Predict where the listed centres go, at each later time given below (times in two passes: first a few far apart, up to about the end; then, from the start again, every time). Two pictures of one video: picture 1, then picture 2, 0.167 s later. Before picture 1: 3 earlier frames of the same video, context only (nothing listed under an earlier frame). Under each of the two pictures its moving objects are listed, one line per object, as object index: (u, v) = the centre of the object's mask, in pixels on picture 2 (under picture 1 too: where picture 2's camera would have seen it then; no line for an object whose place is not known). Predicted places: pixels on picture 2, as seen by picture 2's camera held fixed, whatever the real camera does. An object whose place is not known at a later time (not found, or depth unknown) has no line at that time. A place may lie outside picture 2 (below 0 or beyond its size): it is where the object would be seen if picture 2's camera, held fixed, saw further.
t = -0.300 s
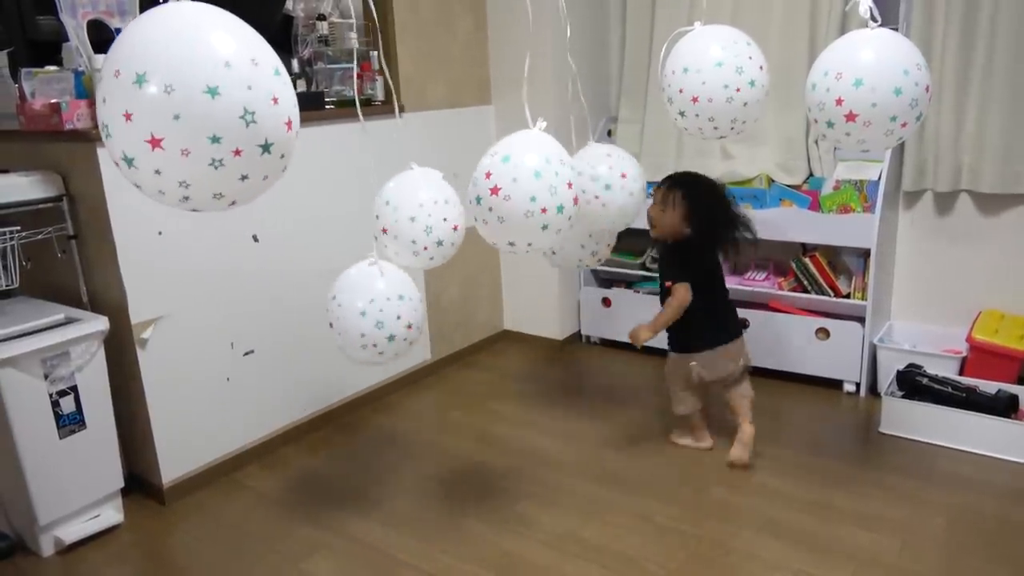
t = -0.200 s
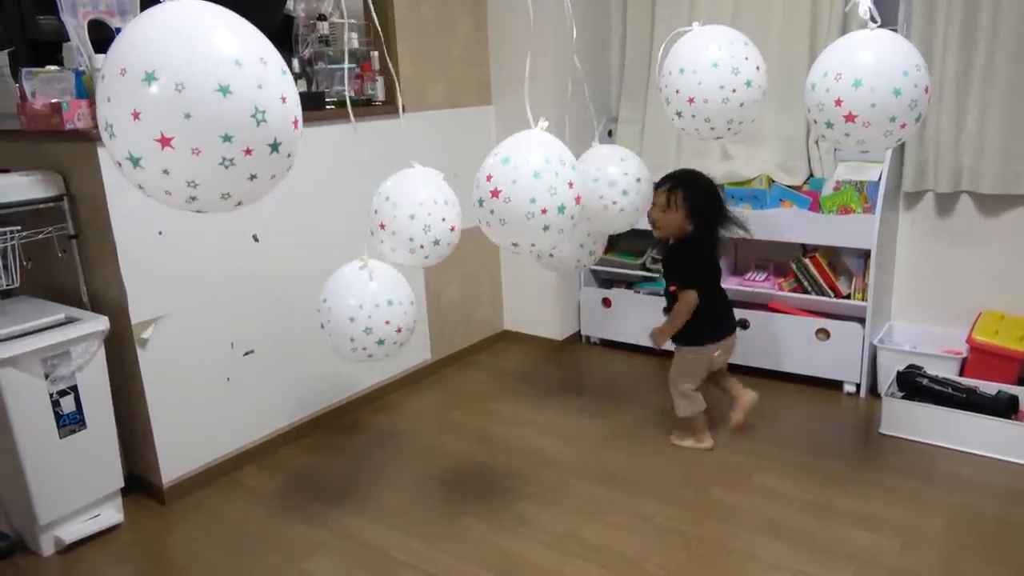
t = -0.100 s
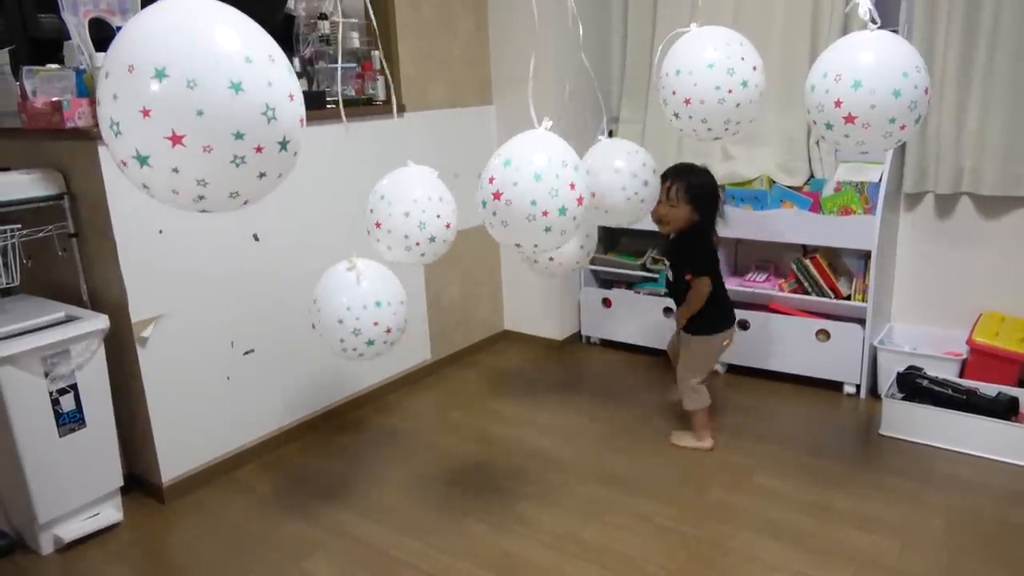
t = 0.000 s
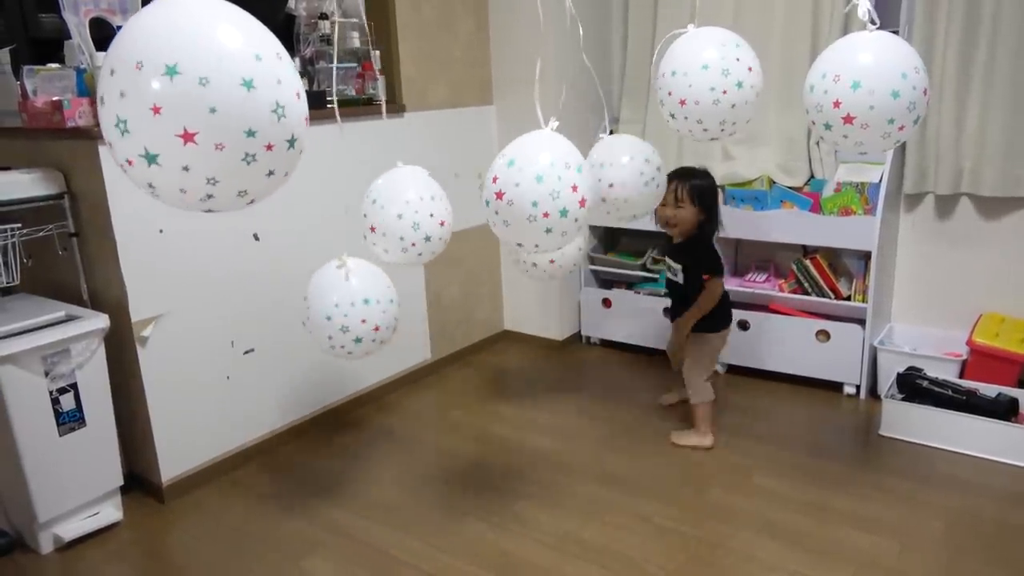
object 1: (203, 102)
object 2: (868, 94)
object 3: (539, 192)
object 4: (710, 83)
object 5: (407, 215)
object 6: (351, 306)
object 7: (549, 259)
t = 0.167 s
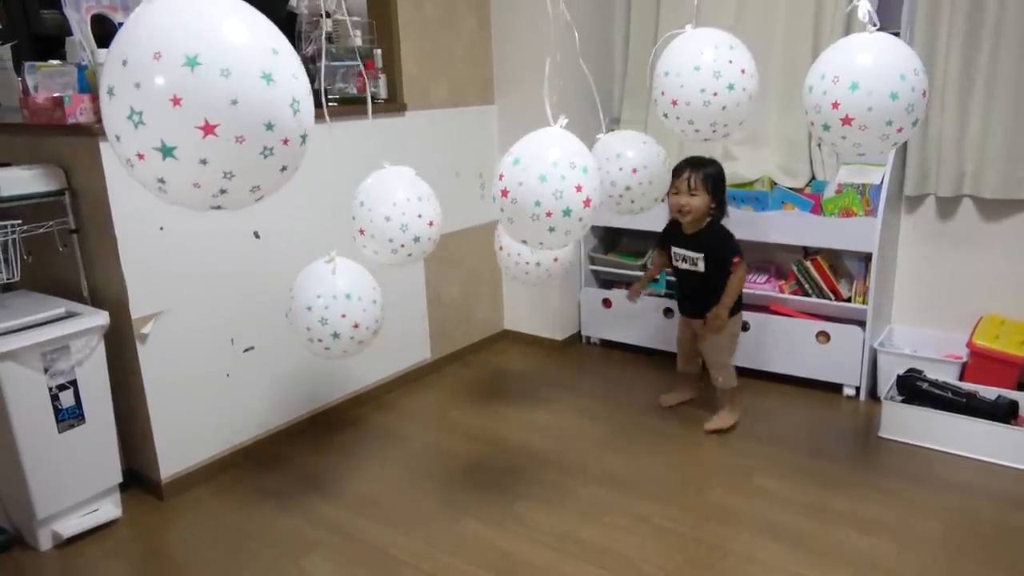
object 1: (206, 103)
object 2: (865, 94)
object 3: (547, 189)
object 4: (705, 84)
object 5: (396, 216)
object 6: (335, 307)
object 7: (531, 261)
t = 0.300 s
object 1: (208, 102)
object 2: (863, 94)
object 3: (552, 188)
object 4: (700, 85)
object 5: (384, 218)
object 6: (321, 306)
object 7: (520, 257)
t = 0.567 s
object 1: (214, 102)
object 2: (860, 94)
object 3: (563, 187)
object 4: (690, 85)
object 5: (357, 224)
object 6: (295, 303)
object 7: (512, 252)
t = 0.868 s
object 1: (218, 103)
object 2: (858, 95)
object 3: (574, 186)
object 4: (682, 86)
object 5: (328, 227)
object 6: (264, 309)
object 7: (516, 252)
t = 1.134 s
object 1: (219, 104)
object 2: (857, 95)
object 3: (580, 185)
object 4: (675, 85)
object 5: (303, 232)
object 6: (240, 311)
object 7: (522, 254)
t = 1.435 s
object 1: (217, 104)
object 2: (857, 95)
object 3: (583, 185)
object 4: (671, 85)
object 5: (282, 237)
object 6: (218, 317)
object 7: (536, 260)
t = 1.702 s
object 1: (213, 104)
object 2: (859, 95)
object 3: (581, 185)
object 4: (671, 85)
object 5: (271, 239)
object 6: (207, 322)
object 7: (557, 265)
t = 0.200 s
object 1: (206, 103)
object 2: (865, 95)
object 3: (547, 189)
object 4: (704, 84)
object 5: (393, 217)
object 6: (332, 307)
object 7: (528, 259)
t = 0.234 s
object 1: (207, 102)
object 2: (864, 95)
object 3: (549, 189)
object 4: (702, 84)
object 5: (390, 217)
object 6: (328, 307)
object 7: (526, 259)
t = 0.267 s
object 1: (208, 102)
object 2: (864, 95)
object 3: (551, 188)
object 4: (702, 85)
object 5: (387, 217)
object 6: (325, 307)
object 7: (522, 257)
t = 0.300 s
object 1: (208, 102)
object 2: (863, 94)
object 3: (552, 188)
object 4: (700, 85)
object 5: (384, 218)
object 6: (321, 306)
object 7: (520, 257)
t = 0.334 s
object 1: (209, 102)
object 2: (863, 95)
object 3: (554, 188)
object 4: (699, 85)
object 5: (381, 218)
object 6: (318, 306)
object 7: (519, 256)
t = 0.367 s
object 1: (210, 102)
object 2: (863, 95)
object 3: (555, 189)
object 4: (698, 86)
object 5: (378, 219)
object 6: (315, 305)
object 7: (517, 255)
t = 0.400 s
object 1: (211, 102)
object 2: (862, 95)
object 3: (556, 189)
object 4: (696, 85)
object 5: (375, 219)
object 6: (311, 305)
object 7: (516, 255)
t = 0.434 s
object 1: (212, 102)
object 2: (862, 95)
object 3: (558, 189)
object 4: (695, 86)
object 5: (371, 220)
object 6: (308, 304)
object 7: (514, 254)
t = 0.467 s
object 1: (212, 103)
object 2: (862, 95)
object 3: (559, 188)
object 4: (694, 86)
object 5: (368, 221)
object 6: (305, 305)
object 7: (514, 254)
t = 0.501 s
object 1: (212, 103)
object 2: (861, 95)
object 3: (560, 188)
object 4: (692, 85)
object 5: (364, 221)
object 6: (301, 304)
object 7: (512, 253)
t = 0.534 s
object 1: (212, 103)
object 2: (860, 94)
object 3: (561, 187)
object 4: (691, 86)
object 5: (360, 223)
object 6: (298, 304)
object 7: (511, 253)
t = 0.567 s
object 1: (214, 102)
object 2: (860, 94)
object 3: (563, 187)
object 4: (690, 85)
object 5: (357, 224)
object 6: (295, 303)
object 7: (512, 252)
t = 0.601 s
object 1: (215, 102)
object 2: (860, 94)
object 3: (566, 186)
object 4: (689, 85)
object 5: (353, 225)
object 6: (292, 304)
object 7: (512, 252)
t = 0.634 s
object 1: (216, 102)
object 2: (860, 94)
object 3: (566, 186)
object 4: (688, 85)
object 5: (350, 225)
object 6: (288, 305)
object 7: (512, 252)
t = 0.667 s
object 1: (216, 103)
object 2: (860, 95)
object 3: (567, 187)
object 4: (687, 85)
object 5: (347, 225)
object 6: (284, 305)
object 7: (512, 251)
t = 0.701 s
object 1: (216, 103)
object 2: (859, 95)
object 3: (568, 186)
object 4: (686, 85)
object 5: (344, 226)
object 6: (280, 306)
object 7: (511, 251)
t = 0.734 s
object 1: (217, 103)
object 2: (859, 95)
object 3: (569, 186)
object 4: (685, 85)
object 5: (341, 226)
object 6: (277, 306)
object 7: (512, 251)
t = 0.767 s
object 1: (218, 103)
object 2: (859, 95)
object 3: (572, 186)
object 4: (684, 85)
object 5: (338, 225)
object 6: (274, 307)
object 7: (512, 251)
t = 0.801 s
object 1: (217, 103)
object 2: (858, 95)
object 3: (572, 186)
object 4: (683, 85)
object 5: (335, 226)
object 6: (270, 308)
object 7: (513, 251)
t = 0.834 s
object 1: (218, 103)
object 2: (858, 94)
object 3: (573, 186)
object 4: (682, 86)
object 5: (332, 226)
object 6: (267, 308)
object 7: (514, 251)
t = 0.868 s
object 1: (218, 103)
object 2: (858, 95)
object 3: (574, 186)
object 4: (682, 86)
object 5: (328, 227)
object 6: (264, 309)
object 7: (516, 252)
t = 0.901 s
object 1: (219, 103)
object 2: (858, 94)
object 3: (575, 185)
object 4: (681, 86)
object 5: (325, 227)
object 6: (261, 309)
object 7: (515, 252)
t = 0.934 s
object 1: (219, 104)
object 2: (858, 95)
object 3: (576, 185)
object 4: (680, 86)
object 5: (322, 228)
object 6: (258, 310)
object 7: (516, 253)
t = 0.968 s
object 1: (219, 105)
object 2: (857, 95)
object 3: (577, 185)
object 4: (679, 86)
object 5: (319, 228)
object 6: (254, 310)
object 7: (517, 253)
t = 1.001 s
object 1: (218, 104)
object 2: (856, 95)
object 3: (577, 185)
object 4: (677, 85)
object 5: (312, 229)
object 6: (251, 310)
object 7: (518, 253)
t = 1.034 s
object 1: (218, 104)
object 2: (857, 95)
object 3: (578, 185)
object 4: (677, 85)
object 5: (310, 229)
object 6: (248, 310)
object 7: (519, 253)
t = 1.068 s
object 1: (219, 104)
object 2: (857, 95)
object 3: (579, 185)
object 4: (676, 85)
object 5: (308, 230)
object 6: (245, 311)
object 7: (520, 254)
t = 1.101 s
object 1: (219, 104)
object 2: (857, 95)
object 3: (580, 185)
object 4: (675, 85)
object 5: (306, 231)
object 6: (242, 310)
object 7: (522, 254)
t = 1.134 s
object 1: (219, 104)
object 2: (857, 95)
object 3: (580, 185)
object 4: (675, 85)
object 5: (303, 232)
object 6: (240, 311)
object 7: (522, 254)
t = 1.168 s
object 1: (219, 104)
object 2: (857, 95)
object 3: (581, 185)
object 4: (675, 85)
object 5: (300, 233)
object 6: (237, 311)
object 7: (524, 255)
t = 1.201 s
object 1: (219, 104)
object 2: (857, 95)
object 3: (581, 185)
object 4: (674, 85)
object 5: (297, 234)
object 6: (235, 311)
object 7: (525, 255)
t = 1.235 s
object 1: (219, 104)
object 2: (857, 95)
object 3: (582, 185)
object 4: (674, 85)
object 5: (295, 234)
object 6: (232, 312)
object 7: (526, 256)
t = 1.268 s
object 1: (219, 105)
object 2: (857, 95)
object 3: (582, 185)
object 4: (673, 85)
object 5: (293, 235)
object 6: (230, 313)
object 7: (529, 257)
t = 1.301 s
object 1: (219, 105)
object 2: (857, 95)
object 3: (583, 185)
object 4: (673, 85)
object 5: (290, 236)
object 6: (227, 314)
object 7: (530, 258)
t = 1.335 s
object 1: (218, 104)
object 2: (857, 94)
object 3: (583, 185)
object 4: (673, 85)
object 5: (288, 236)
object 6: (225, 314)
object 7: (531, 259)
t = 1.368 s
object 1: (217, 105)
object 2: (857, 95)
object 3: (583, 185)
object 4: (672, 85)
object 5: (286, 236)
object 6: (222, 315)
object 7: (533, 259)
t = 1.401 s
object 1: (217, 104)
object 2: (857, 95)
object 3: (583, 185)
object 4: (671, 85)
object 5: (284, 237)
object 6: (220, 316)
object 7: (534, 260)
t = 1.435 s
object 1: (217, 104)
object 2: (857, 95)
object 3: (583, 185)
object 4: (671, 85)
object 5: (282, 237)
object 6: (218, 317)
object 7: (536, 260)
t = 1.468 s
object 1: (217, 103)
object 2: (858, 94)
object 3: (583, 185)
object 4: (672, 85)
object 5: (281, 237)
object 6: (217, 317)
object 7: (538, 260)
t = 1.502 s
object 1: (217, 104)
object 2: (858, 95)
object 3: (583, 185)
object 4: (672, 85)
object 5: (280, 237)
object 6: (215, 318)
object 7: (541, 259)
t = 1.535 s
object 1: (216, 104)
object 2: (858, 95)
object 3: (583, 185)
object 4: (671, 85)
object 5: (278, 238)
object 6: (213, 319)
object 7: (545, 260)
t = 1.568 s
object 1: (216, 104)
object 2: (859, 94)
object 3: (583, 185)
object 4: (671, 85)
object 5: (276, 238)
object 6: (212, 319)
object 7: (546, 261)
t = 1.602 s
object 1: (215, 104)
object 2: (859, 95)
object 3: (582, 185)
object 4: (671, 85)
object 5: (275, 238)
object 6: (210, 320)
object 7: (548, 262)
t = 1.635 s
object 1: (214, 104)
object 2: (859, 95)
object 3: (582, 185)
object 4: (671, 84)
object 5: (273, 238)
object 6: (209, 320)
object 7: (551, 262)
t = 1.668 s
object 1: (213, 104)
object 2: (859, 94)
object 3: (581, 185)
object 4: (671, 85)
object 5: (272, 239)
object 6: (207, 321)
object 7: (554, 264)
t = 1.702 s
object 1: (213, 104)
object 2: (859, 95)
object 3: (581, 185)
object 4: (671, 85)
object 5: (271, 239)
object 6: (207, 322)
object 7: (557, 265)
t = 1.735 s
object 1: (212, 104)
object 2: (860, 94)
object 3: (580, 185)
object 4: (671, 85)
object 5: (270, 239)
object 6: (205, 322)
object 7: (559, 266)
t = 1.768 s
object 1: (211, 103)
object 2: (860, 94)
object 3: (580, 186)
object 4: (672, 85)
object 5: (269, 239)
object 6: (204, 323)
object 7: (562, 266)
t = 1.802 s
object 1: (211, 103)
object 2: (860, 94)
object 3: (579, 186)
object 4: (672, 85)
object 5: (268, 239)
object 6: (204, 324)
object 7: (565, 267)
